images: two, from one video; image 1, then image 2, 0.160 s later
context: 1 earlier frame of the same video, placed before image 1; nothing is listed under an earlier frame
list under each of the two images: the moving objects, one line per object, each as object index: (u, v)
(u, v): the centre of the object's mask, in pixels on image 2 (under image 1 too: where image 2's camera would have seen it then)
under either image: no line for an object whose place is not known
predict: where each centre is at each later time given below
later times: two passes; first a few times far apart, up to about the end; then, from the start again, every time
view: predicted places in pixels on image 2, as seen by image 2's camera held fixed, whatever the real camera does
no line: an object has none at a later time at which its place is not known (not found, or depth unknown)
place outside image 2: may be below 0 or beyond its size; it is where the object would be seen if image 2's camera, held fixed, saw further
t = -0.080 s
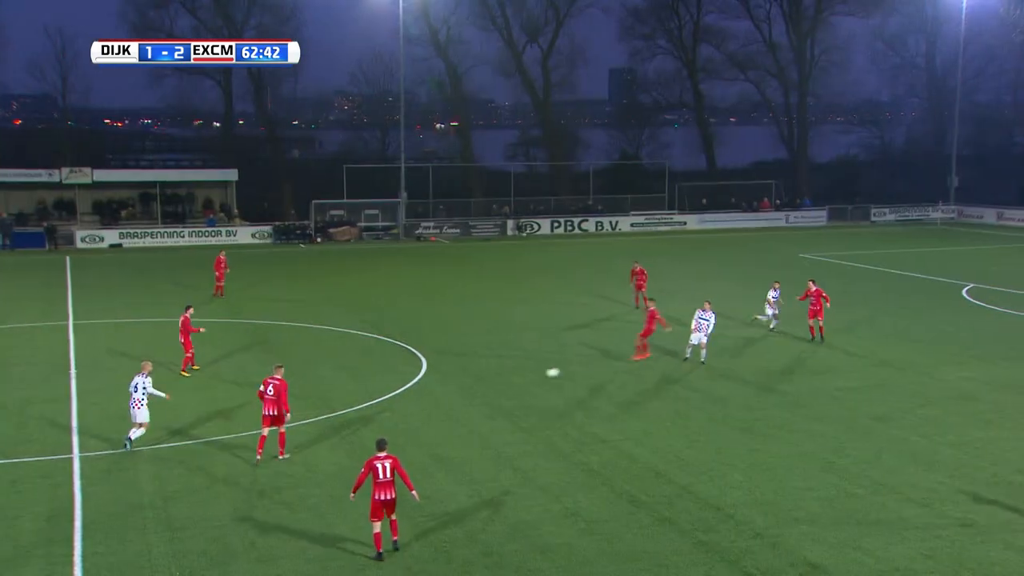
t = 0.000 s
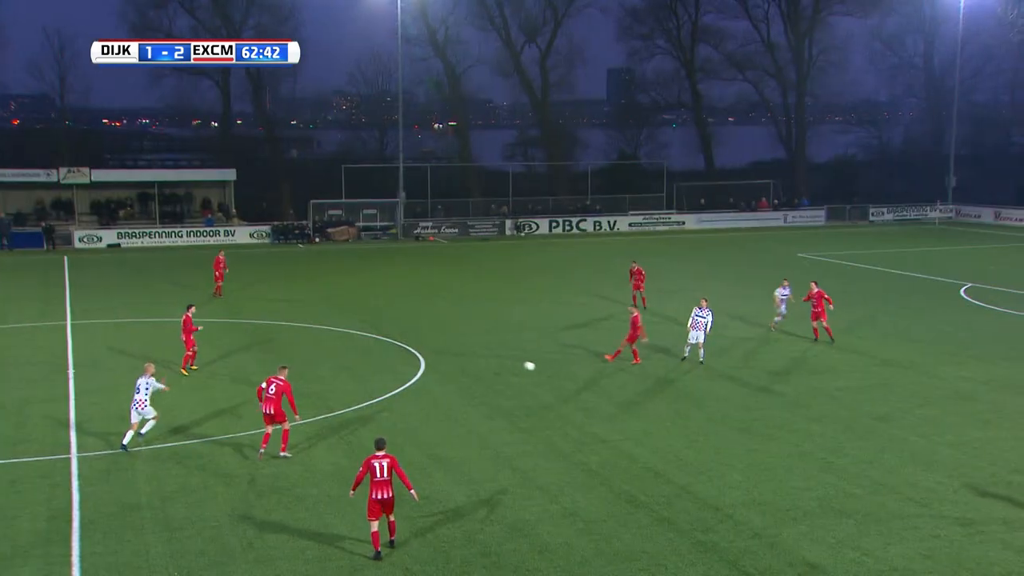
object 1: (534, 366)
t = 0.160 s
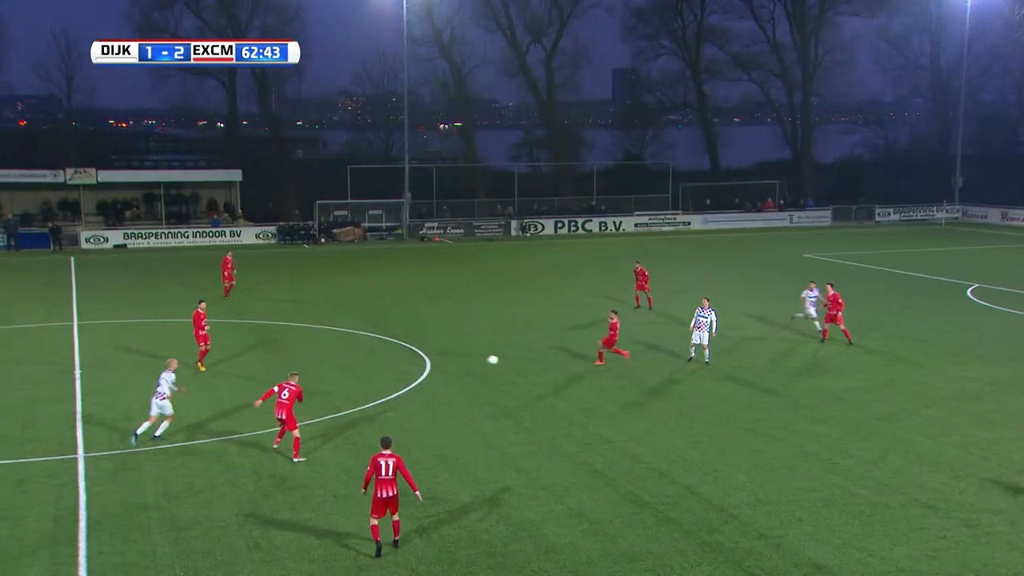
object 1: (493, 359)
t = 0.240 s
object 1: (472, 360)
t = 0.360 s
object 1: (440, 366)
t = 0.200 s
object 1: (482, 359)
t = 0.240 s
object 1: (472, 360)
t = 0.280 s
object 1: (461, 361)
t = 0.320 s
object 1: (451, 364)
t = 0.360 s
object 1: (440, 366)
